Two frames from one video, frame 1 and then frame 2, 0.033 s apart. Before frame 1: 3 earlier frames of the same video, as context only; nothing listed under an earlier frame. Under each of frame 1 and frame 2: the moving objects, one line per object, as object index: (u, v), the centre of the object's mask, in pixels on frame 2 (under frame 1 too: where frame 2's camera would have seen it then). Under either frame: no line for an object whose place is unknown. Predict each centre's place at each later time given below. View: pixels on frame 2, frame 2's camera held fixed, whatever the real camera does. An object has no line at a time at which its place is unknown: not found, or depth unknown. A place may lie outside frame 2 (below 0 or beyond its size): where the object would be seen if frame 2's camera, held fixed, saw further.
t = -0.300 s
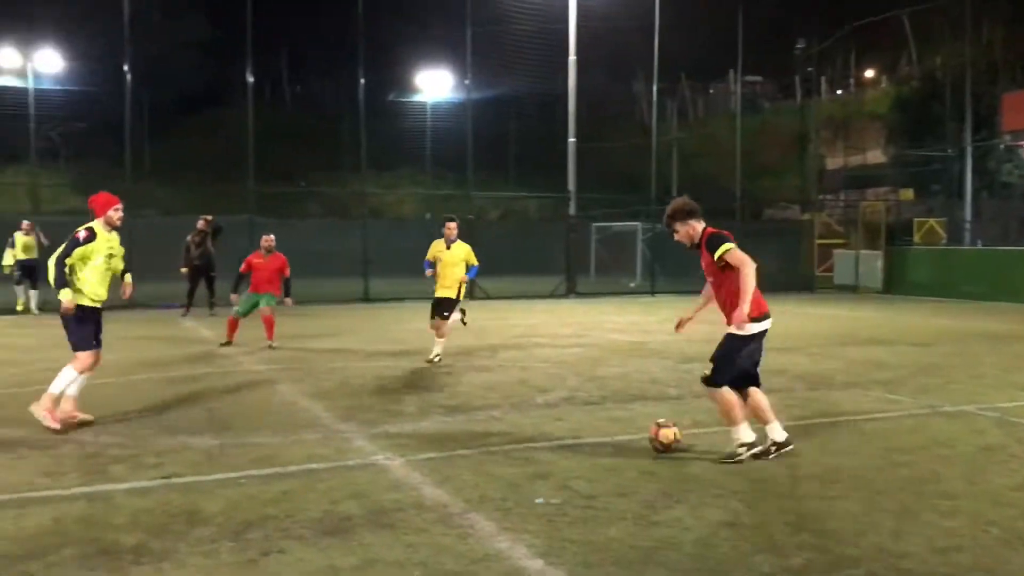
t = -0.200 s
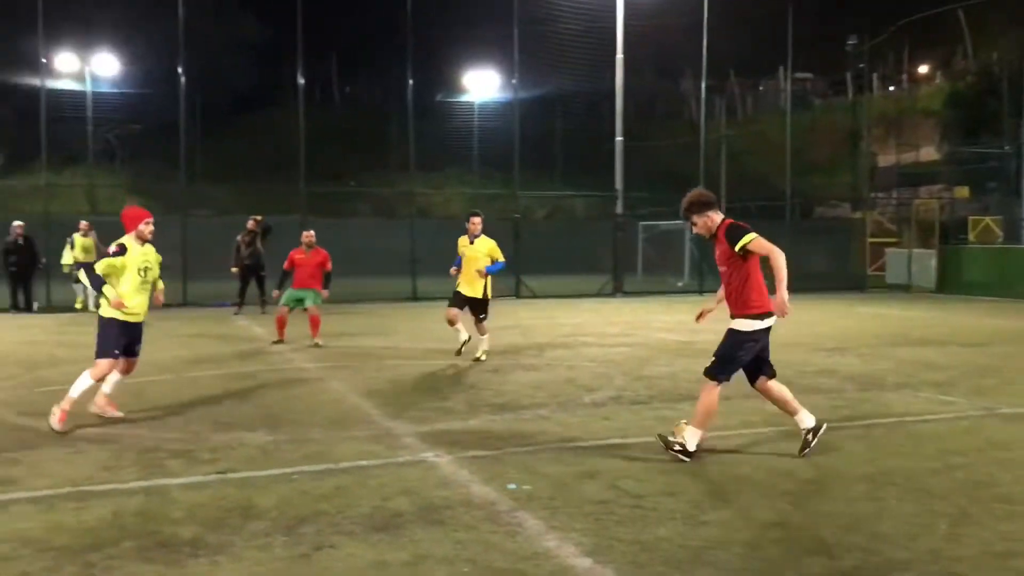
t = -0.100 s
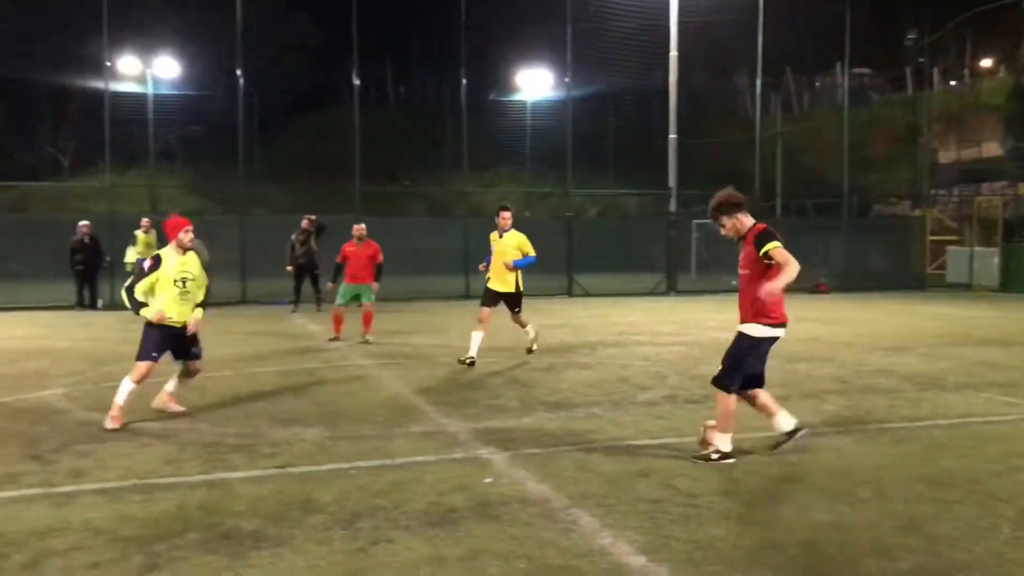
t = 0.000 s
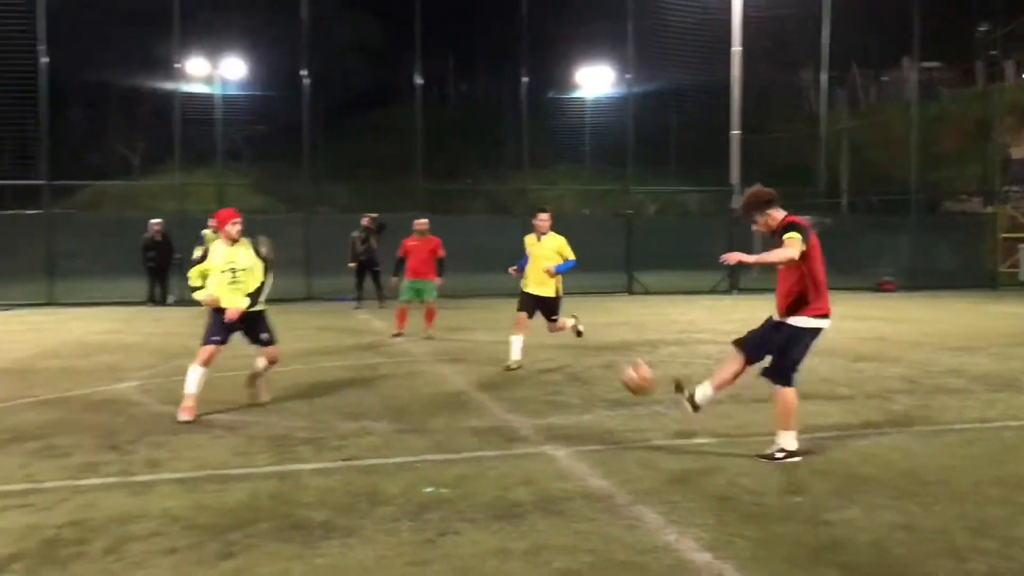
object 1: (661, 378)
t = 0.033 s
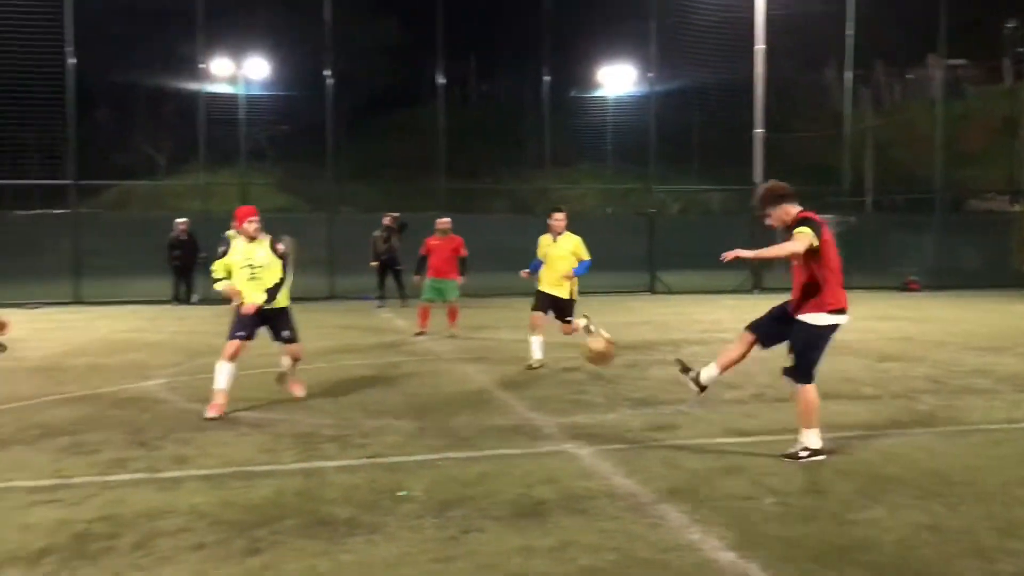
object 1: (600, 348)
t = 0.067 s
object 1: (538, 321)
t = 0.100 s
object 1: (477, 294)
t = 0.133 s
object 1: (415, 268)
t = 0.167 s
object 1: (357, 244)
